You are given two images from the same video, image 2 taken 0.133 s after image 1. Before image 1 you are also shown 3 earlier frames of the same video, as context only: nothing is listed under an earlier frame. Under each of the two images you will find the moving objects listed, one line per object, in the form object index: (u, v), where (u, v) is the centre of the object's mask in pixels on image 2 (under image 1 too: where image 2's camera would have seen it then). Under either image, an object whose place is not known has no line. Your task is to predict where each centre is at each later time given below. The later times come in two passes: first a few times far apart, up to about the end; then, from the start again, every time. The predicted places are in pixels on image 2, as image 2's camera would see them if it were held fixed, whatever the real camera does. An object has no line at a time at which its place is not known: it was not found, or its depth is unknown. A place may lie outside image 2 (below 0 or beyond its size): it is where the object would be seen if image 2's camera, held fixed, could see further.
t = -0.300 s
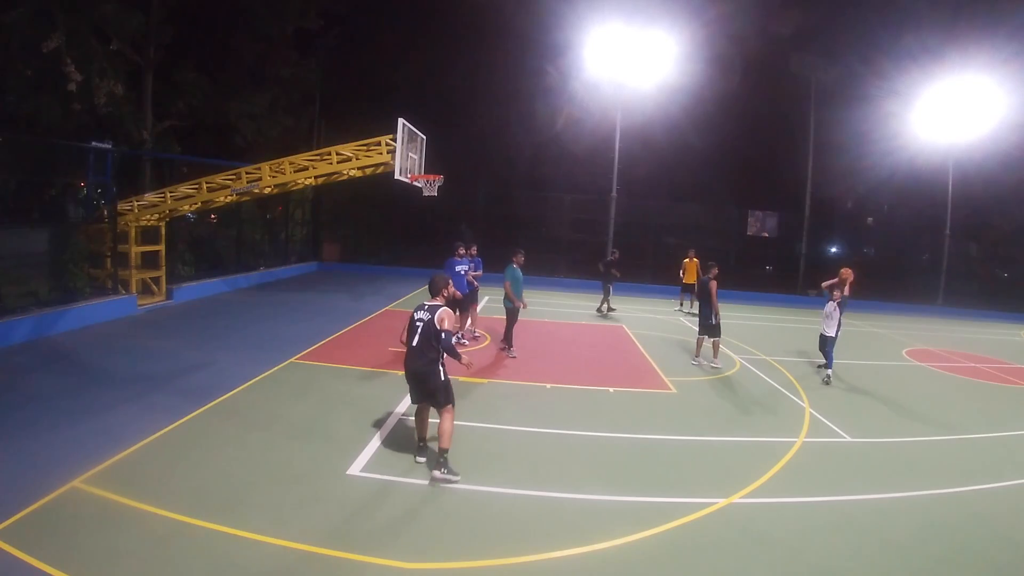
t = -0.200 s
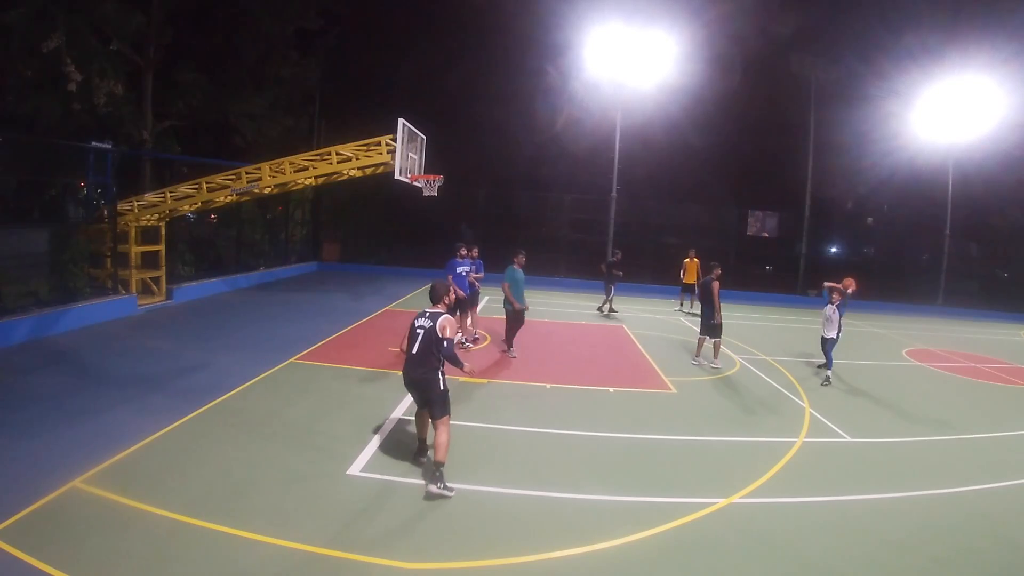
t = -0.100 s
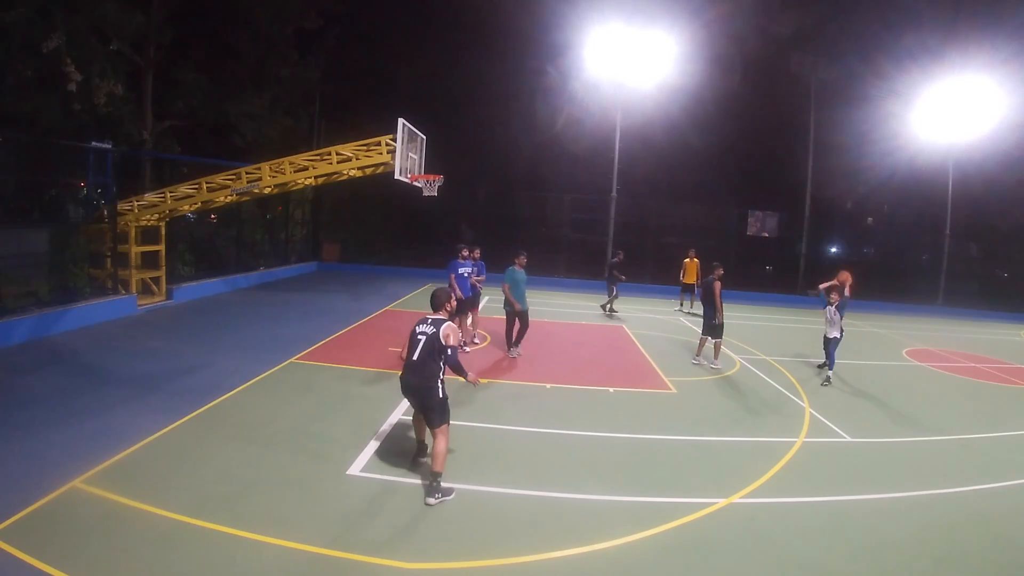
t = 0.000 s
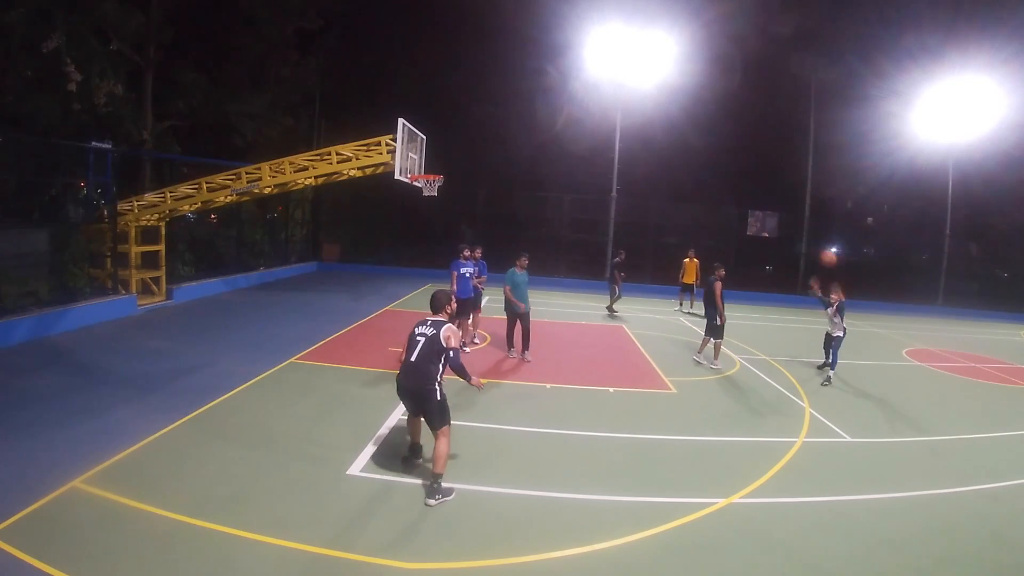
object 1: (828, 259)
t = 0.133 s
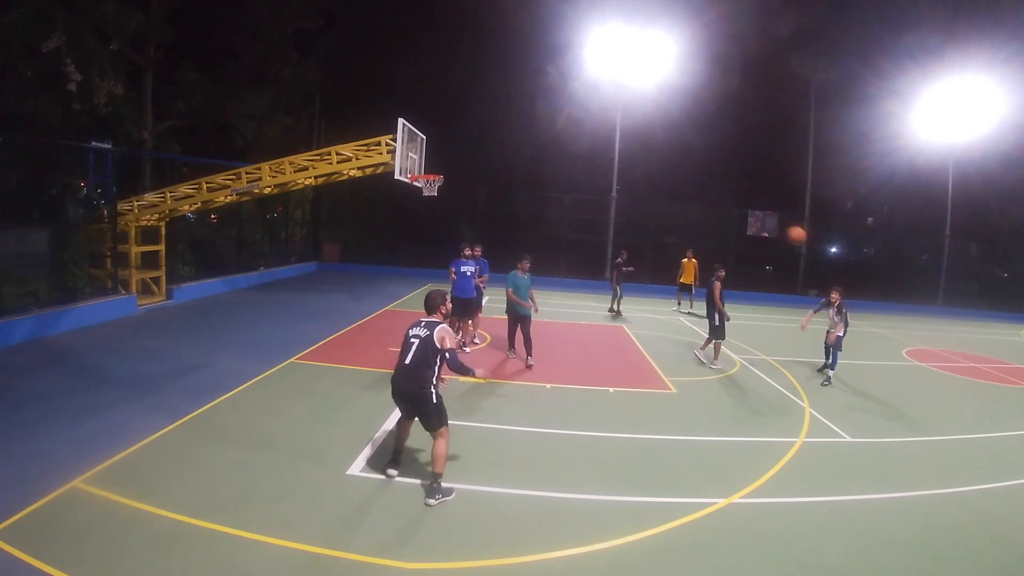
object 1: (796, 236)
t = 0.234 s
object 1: (766, 221)
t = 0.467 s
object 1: (651, 219)
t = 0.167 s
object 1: (787, 231)
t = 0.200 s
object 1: (777, 226)
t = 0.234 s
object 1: (766, 221)
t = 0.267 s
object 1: (752, 219)
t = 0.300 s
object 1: (739, 217)
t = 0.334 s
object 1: (724, 216)
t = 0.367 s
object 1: (709, 214)
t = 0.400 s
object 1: (692, 214)
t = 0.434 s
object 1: (672, 217)
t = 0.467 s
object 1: (651, 219)
